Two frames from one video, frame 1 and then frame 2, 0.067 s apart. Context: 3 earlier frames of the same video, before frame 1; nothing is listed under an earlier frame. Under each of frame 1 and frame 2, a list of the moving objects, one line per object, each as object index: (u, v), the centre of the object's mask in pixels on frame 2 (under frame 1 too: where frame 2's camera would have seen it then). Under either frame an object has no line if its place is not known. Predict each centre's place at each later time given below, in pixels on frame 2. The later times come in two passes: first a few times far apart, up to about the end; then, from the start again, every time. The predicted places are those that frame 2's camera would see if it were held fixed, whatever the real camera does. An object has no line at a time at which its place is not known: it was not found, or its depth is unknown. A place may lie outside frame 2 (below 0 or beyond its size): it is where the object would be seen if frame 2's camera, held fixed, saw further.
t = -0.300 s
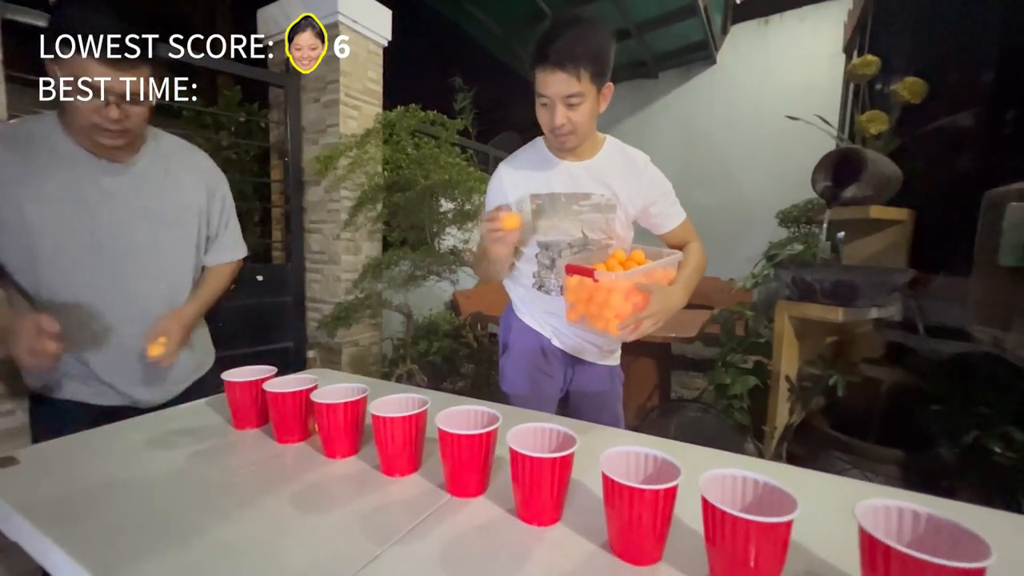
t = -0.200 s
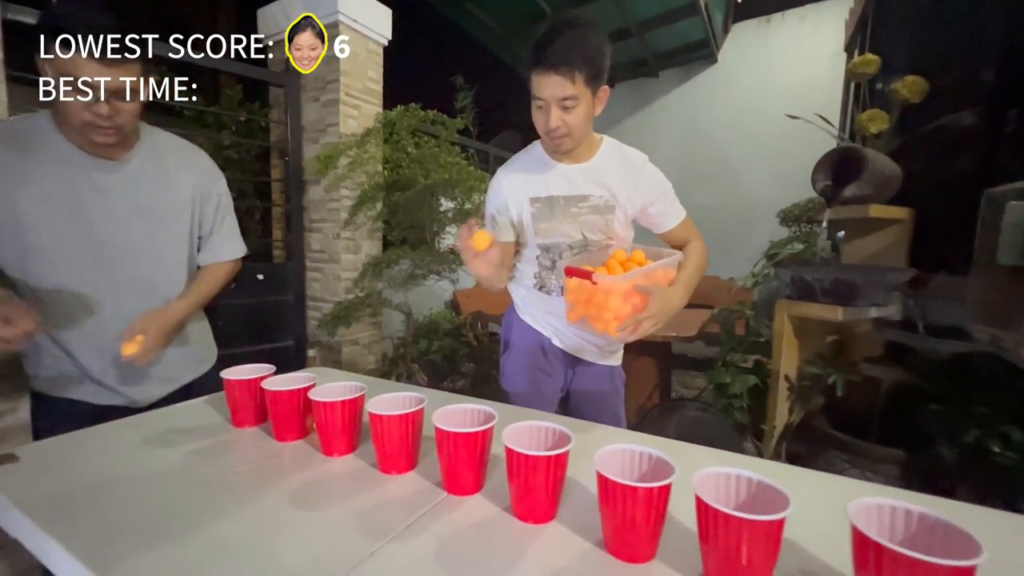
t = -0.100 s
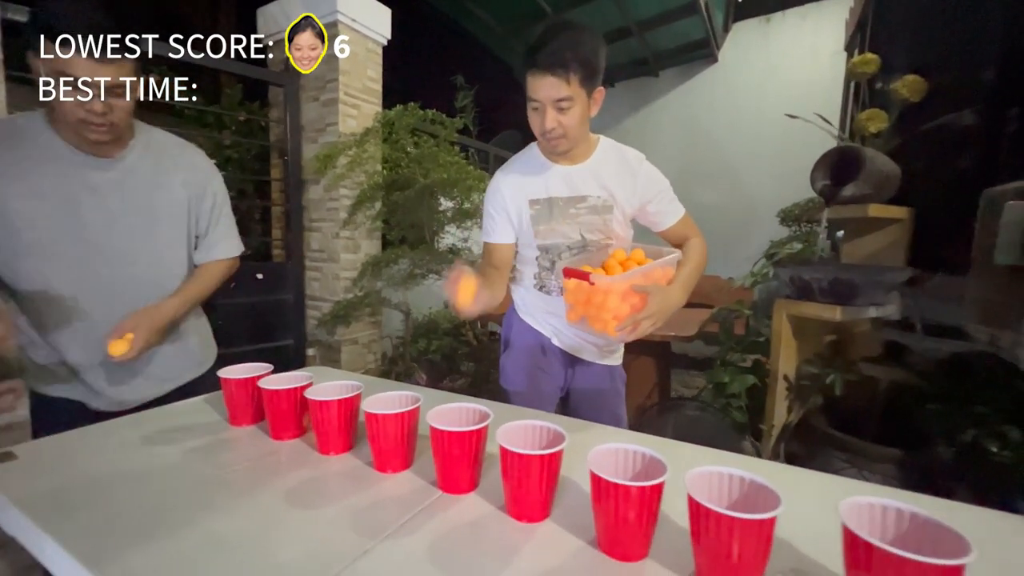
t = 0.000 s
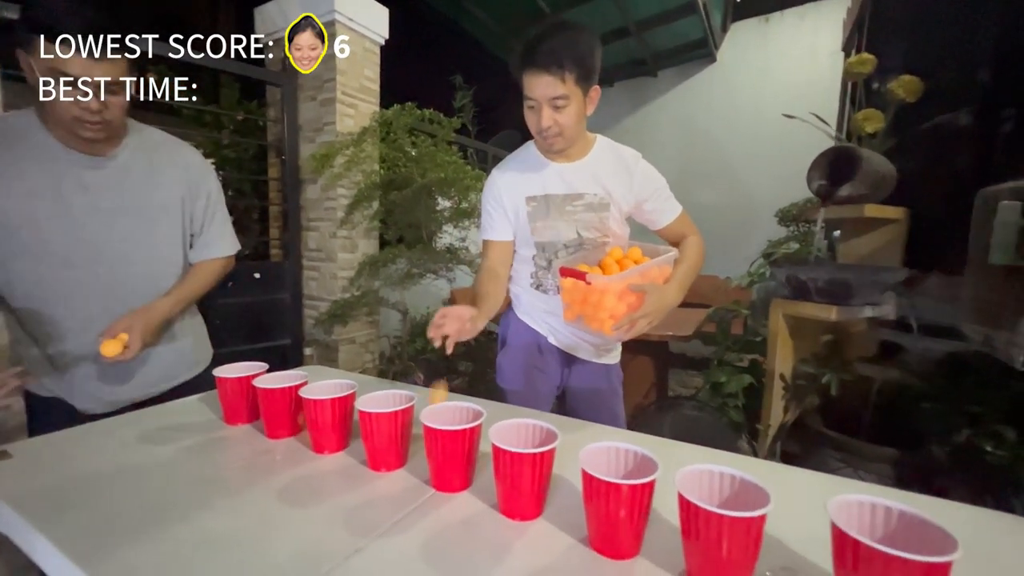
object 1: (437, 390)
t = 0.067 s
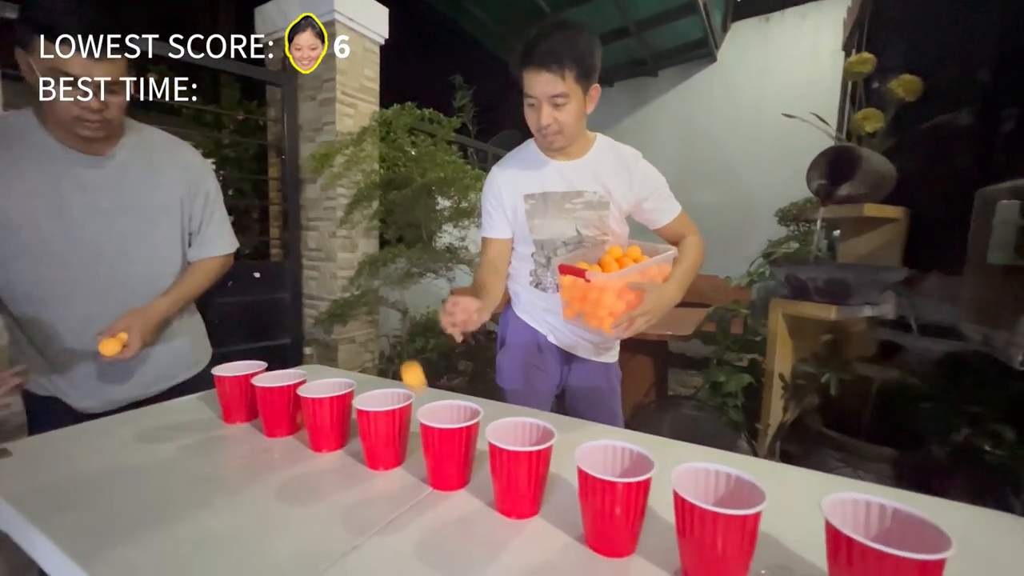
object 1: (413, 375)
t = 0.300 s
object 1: (344, 342)
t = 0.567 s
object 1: (260, 463)
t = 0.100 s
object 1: (404, 357)
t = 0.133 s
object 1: (394, 341)
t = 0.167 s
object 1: (385, 329)
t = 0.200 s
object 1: (374, 322)
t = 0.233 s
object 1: (364, 322)
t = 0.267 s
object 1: (354, 329)
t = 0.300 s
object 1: (344, 342)
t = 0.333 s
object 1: (335, 359)
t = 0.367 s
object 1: (330, 387)
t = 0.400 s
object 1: (320, 406)
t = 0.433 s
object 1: (311, 426)
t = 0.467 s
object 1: (301, 458)
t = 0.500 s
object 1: (290, 484)
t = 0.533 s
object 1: (276, 471)
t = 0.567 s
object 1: (260, 463)
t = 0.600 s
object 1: (243, 465)
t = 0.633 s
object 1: (224, 475)
